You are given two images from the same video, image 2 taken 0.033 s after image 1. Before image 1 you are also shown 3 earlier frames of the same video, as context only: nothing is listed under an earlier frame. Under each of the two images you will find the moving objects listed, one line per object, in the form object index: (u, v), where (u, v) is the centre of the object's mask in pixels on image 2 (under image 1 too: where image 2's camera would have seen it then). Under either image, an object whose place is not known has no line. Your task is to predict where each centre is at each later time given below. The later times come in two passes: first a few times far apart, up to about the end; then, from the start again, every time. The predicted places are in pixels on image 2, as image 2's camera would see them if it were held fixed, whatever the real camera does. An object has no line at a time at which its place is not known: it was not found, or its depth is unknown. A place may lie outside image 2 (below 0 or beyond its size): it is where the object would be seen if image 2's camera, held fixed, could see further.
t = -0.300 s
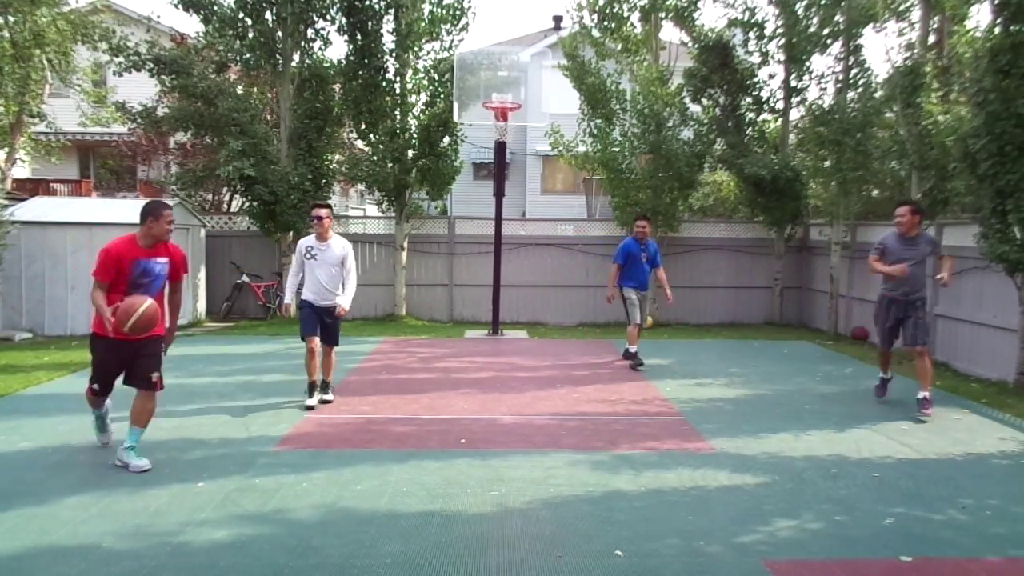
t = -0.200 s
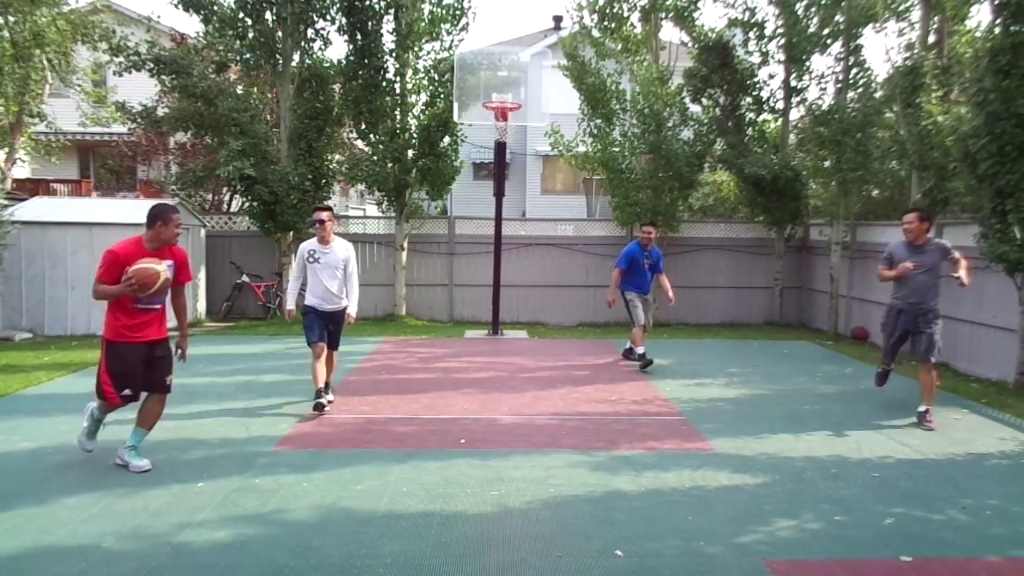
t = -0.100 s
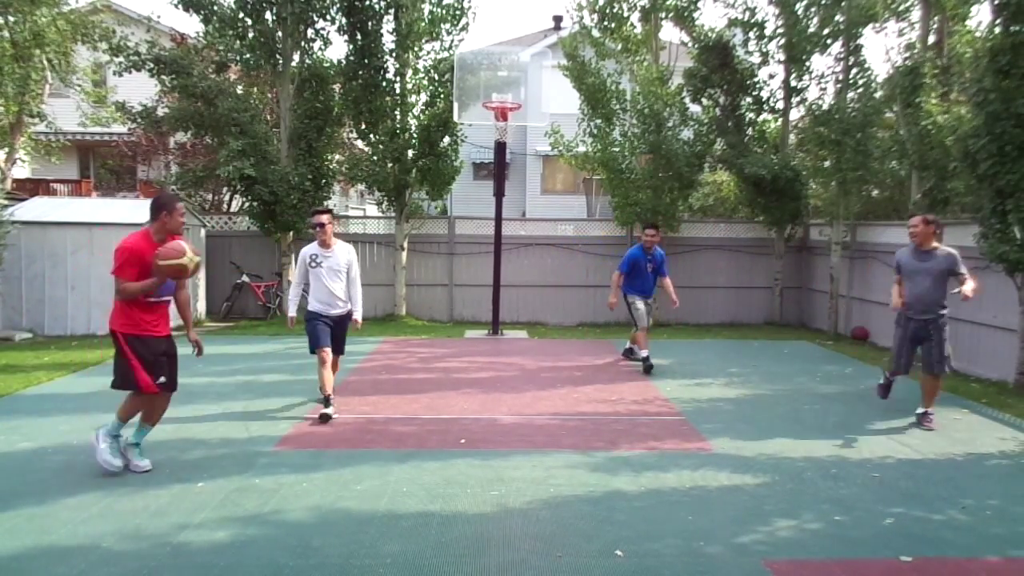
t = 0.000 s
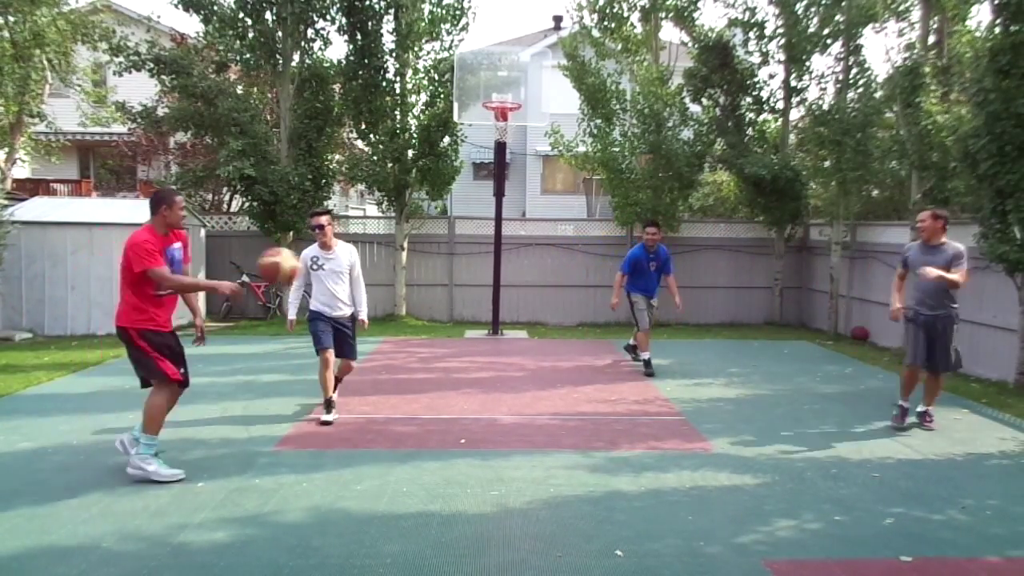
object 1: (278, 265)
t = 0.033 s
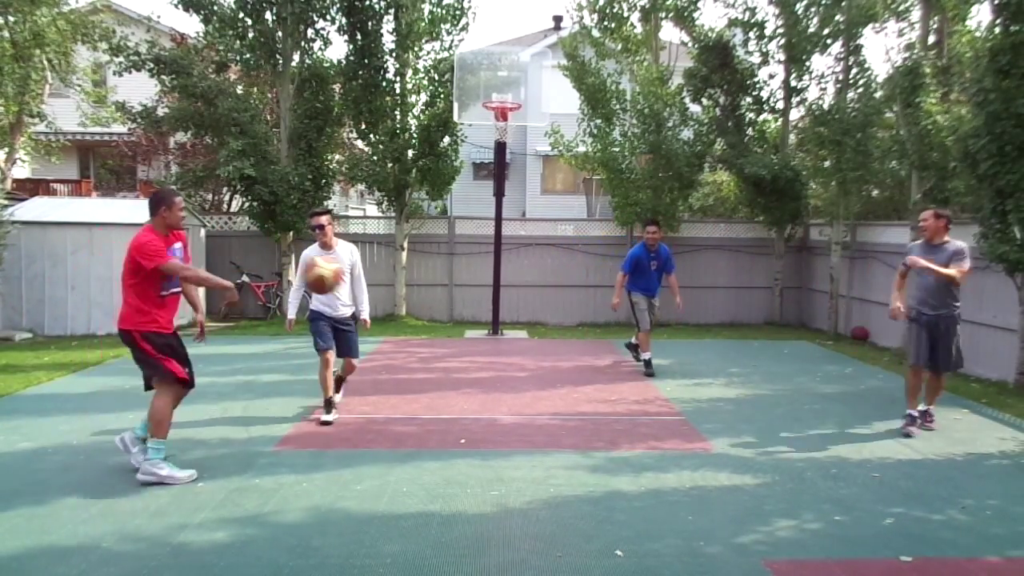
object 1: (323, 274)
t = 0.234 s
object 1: (560, 350)
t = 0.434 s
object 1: (747, 414)
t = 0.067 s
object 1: (367, 285)
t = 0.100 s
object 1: (406, 294)
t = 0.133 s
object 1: (446, 306)
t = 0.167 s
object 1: (485, 319)
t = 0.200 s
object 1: (523, 334)
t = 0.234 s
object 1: (560, 350)
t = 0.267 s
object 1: (598, 368)
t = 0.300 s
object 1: (632, 386)
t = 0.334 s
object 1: (669, 408)
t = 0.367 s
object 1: (702, 427)
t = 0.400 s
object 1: (729, 433)
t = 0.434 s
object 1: (747, 414)
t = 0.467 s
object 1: (764, 397)
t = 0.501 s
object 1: (782, 381)
